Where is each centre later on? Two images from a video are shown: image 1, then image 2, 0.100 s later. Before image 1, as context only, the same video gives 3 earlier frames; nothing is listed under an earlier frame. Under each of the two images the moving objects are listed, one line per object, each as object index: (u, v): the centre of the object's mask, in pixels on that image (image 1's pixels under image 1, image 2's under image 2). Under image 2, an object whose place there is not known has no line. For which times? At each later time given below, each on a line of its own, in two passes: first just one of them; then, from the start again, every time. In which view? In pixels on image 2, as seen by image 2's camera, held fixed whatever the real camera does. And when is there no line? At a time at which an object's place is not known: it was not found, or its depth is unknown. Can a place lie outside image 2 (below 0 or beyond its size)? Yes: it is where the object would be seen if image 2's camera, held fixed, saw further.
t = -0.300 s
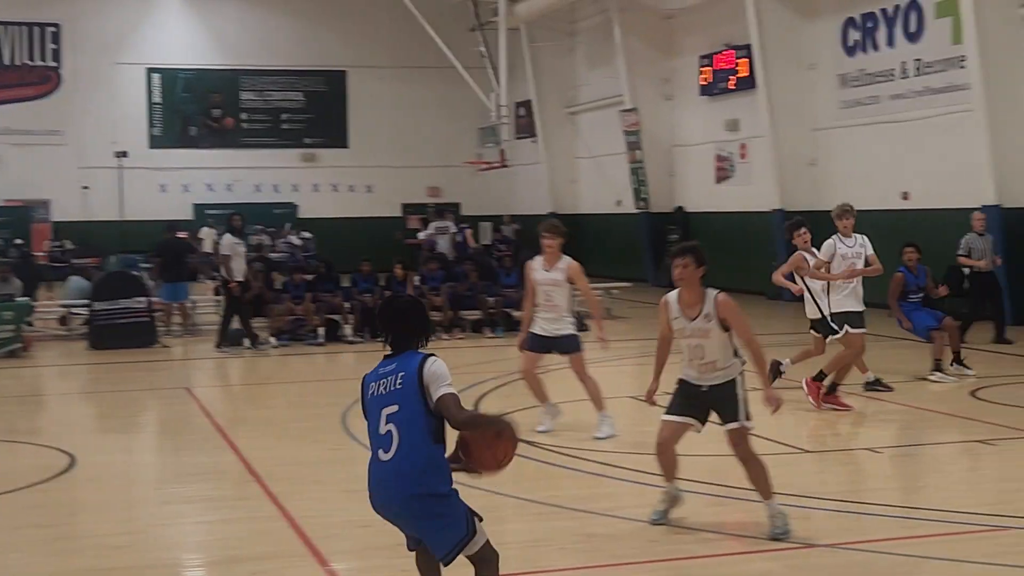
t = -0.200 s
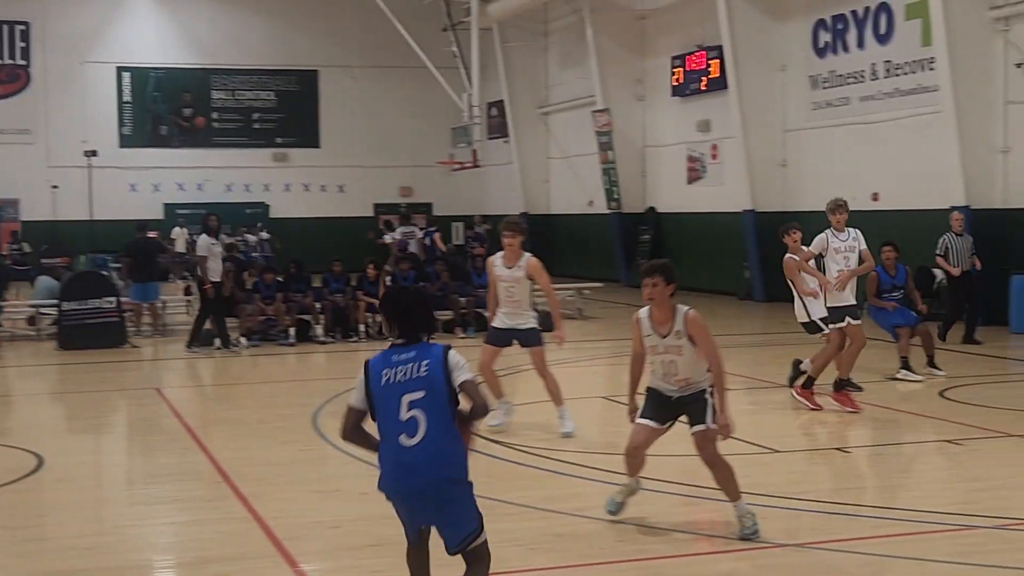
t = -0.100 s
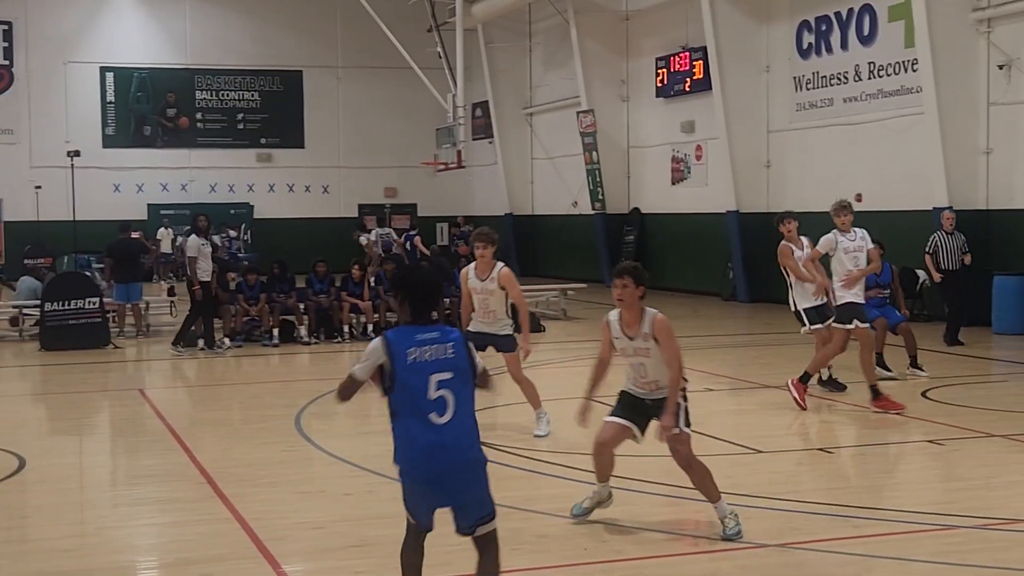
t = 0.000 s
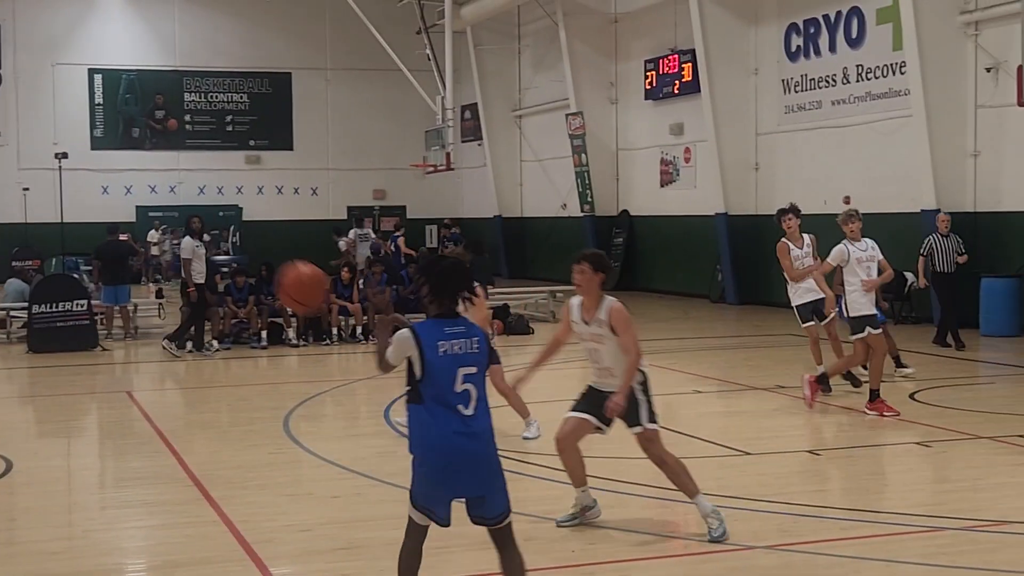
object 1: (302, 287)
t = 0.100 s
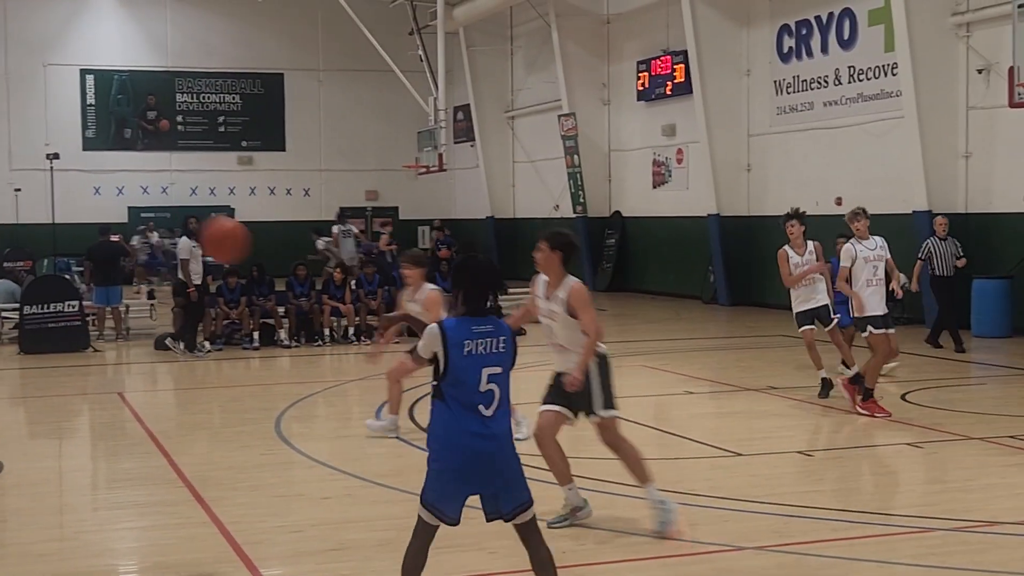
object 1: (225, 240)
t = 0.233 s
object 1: (148, 211)
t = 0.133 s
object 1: (204, 229)
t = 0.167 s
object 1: (185, 221)
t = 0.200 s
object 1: (166, 216)
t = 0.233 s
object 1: (148, 211)
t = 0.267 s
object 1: (131, 209)
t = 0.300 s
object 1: (116, 209)
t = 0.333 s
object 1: (101, 210)
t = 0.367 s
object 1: (87, 213)
